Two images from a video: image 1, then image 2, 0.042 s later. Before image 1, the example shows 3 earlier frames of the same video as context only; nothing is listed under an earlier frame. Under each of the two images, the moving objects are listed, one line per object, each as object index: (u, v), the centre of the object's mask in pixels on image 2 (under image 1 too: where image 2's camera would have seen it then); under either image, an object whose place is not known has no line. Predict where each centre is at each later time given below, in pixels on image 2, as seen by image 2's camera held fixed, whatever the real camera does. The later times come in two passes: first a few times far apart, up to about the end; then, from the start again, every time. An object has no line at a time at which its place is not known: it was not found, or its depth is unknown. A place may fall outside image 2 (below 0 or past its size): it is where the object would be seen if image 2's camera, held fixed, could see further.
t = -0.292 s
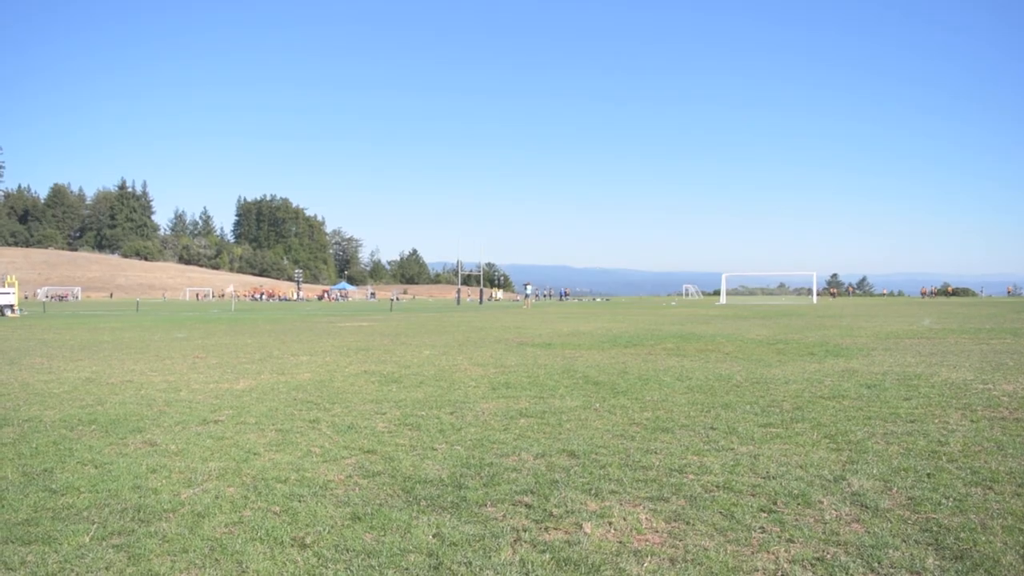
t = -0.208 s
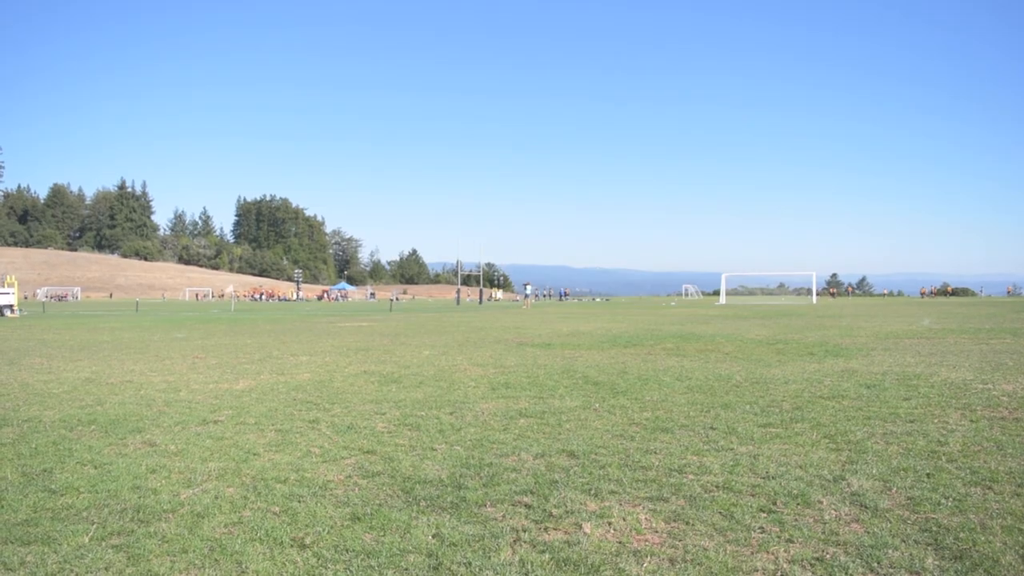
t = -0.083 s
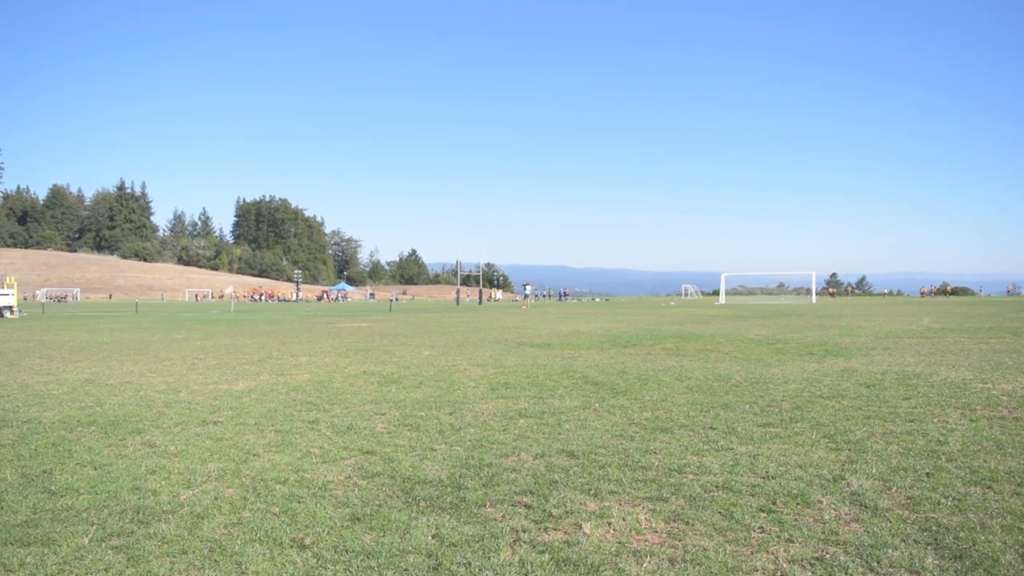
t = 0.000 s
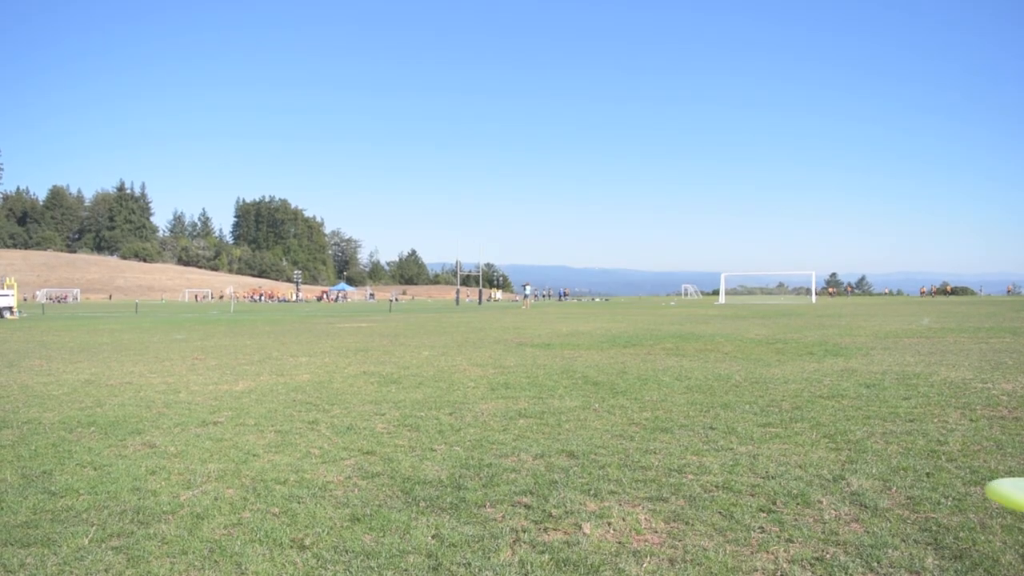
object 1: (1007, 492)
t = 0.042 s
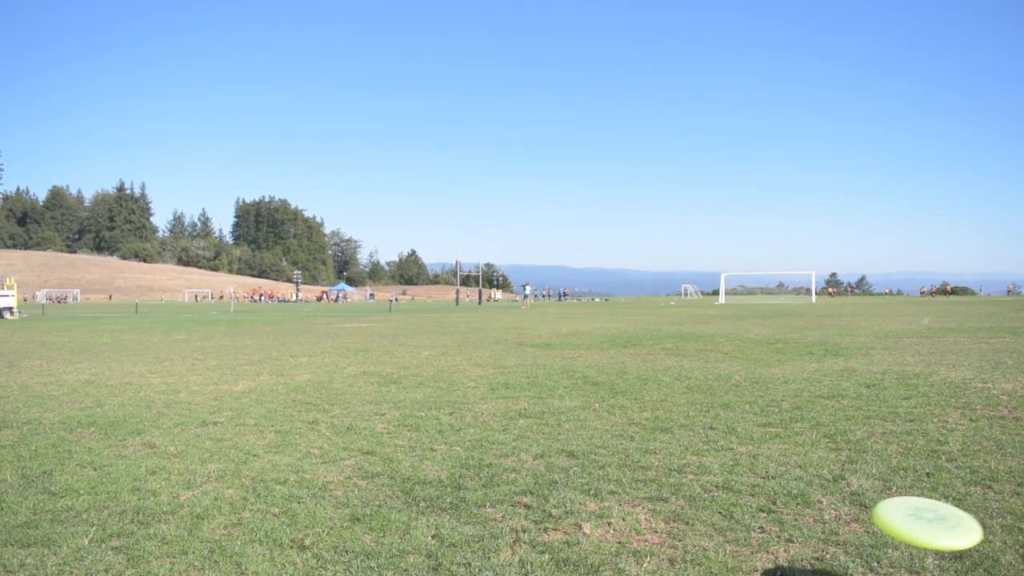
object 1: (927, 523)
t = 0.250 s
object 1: (602, 532)
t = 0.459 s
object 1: (517, 521)
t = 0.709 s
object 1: (513, 522)
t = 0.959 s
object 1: (513, 522)
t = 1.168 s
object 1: (513, 522)
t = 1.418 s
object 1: (514, 522)
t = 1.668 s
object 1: (514, 522)
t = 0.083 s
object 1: (825, 543)
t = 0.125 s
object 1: (735, 556)
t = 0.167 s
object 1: (676, 548)
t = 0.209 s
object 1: (636, 538)
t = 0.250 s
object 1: (602, 532)
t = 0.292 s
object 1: (573, 528)
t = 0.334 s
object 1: (549, 526)
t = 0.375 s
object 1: (535, 522)
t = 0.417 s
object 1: (524, 521)
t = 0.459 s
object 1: (517, 521)
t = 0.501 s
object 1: (513, 521)
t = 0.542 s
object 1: (513, 522)
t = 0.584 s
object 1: (513, 522)
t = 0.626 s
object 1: (513, 522)
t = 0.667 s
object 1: (513, 522)
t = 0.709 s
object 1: (513, 522)
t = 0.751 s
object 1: (513, 522)
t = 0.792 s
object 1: (513, 522)
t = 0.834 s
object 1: (513, 522)
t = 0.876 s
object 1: (513, 522)
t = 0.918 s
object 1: (513, 522)
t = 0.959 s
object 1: (513, 522)
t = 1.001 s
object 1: (513, 522)
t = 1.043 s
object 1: (513, 522)
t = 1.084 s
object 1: (514, 522)
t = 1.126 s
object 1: (514, 522)
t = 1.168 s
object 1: (513, 522)
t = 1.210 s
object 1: (513, 522)
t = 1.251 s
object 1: (513, 522)
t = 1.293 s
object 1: (514, 522)
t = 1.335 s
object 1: (514, 522)
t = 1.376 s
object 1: (513, 522)
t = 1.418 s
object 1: (514, 522)
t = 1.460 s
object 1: (513, 522)
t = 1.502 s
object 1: (513, 522)
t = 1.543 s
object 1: (513, 522)
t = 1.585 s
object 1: (513, 522)
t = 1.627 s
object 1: (514, 522)
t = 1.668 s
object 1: (514, 522)
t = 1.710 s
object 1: (513, 522)
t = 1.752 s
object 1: (514, 522)
